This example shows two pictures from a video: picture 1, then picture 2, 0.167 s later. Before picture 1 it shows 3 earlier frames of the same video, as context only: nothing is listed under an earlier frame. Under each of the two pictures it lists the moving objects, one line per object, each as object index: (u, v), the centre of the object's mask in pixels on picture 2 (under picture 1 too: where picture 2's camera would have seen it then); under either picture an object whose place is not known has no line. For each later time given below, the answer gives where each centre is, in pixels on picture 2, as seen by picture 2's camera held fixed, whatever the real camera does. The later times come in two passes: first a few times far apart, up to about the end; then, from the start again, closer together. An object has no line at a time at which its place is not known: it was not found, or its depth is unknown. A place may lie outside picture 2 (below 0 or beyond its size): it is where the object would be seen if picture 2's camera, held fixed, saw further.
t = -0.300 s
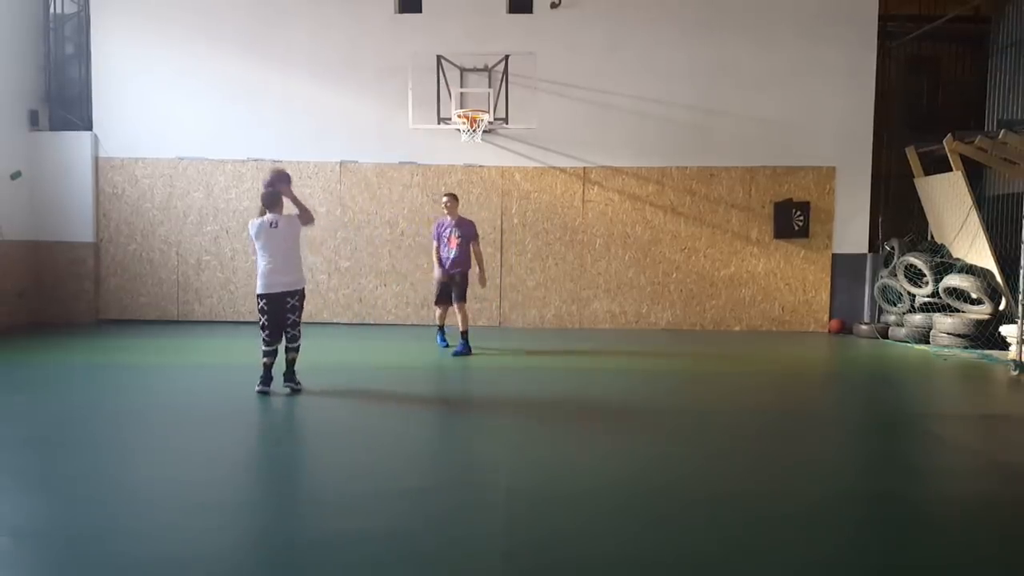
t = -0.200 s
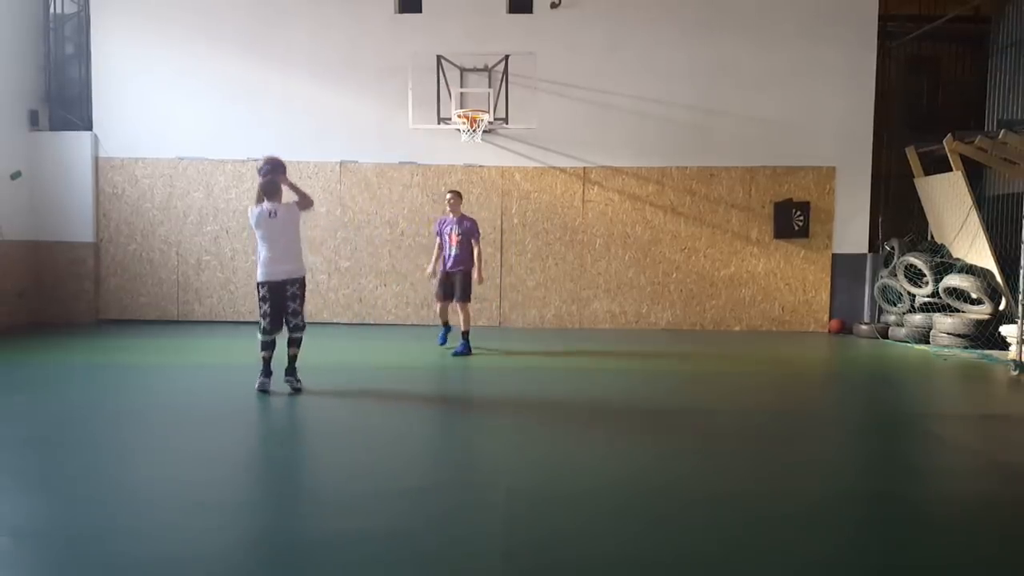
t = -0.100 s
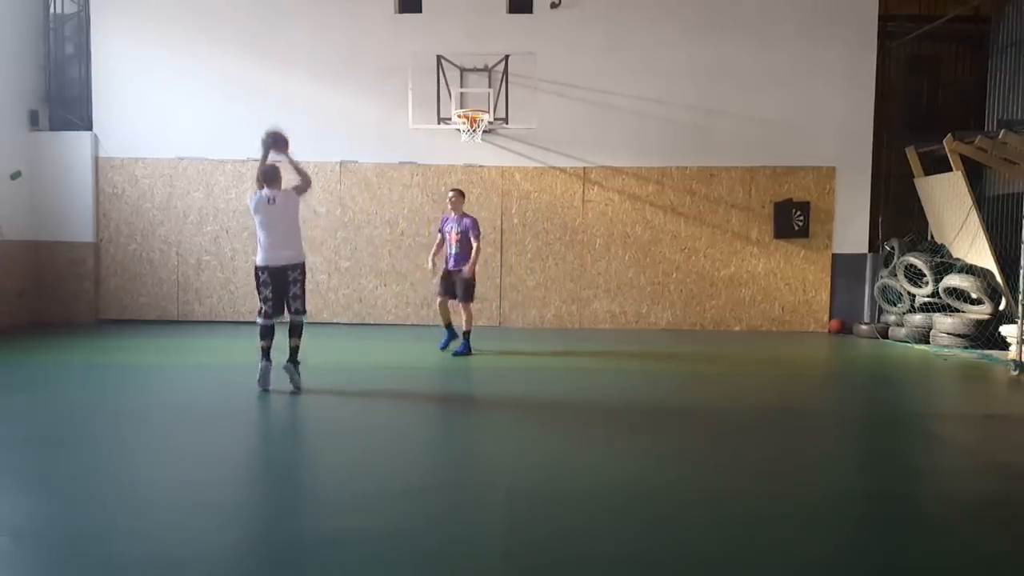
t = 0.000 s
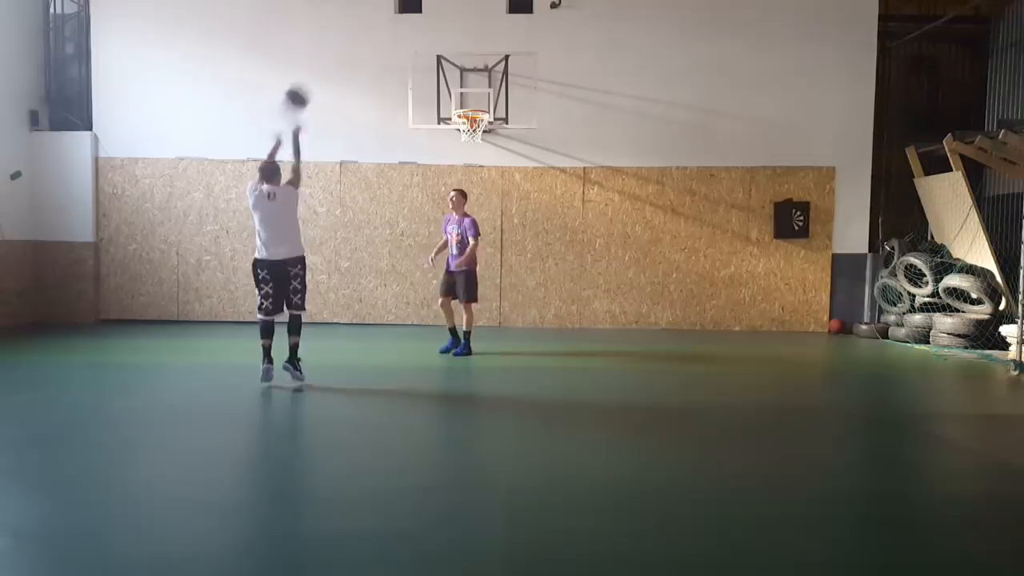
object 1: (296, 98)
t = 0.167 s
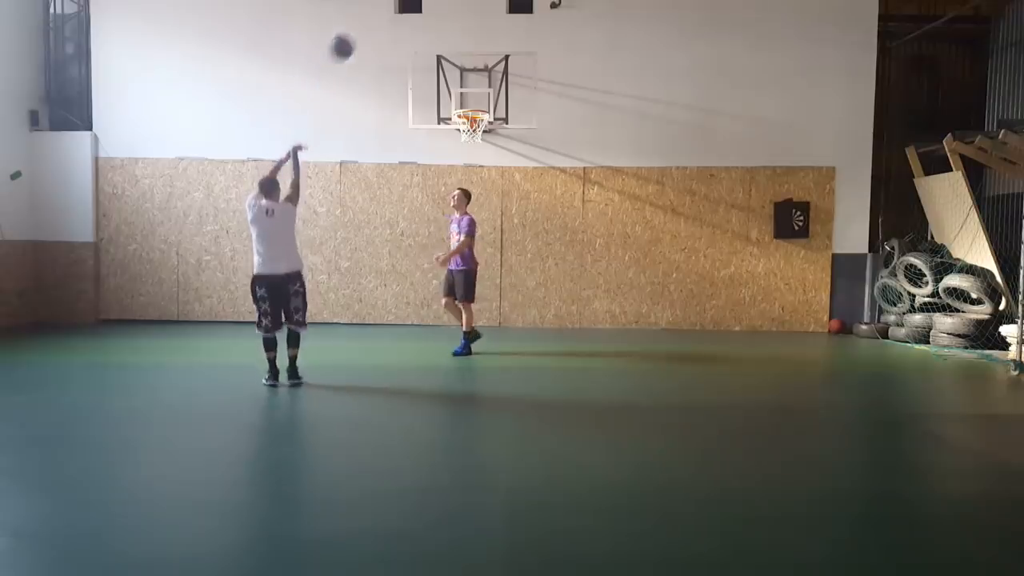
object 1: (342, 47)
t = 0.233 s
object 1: (358, 36)
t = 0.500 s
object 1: (413, 35)
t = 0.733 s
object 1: (451, 79)
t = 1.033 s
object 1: (474, 103)
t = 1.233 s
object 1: (480, 100)
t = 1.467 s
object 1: (492, 127)
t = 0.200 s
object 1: (351, 42)
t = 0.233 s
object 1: (358, 36)
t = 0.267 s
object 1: (365, 32)
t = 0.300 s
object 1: (373, 30)
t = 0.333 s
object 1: (380, 28)
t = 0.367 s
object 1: (387, 27)
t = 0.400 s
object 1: (394, 28)
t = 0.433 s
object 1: (400, 29)
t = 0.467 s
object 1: (407, 31)
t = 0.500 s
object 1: (413, 35)
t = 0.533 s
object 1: (419, 39)
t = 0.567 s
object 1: (425, 44)
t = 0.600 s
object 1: (430, 49)
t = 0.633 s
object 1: (436, 55)
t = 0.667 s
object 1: (441, 63)
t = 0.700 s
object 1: (446, 71)
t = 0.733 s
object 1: (451, 79)
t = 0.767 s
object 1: (454, 87)
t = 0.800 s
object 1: (458, 99)
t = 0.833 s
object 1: (462, 102)
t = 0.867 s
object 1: (465, 102)
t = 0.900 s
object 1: (467, 103)
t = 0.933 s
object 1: (470, 106)
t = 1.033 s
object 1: (474, 103)
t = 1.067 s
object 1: (475, 102)
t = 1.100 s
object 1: (476, 101)
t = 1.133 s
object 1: (477, 101)
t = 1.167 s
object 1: (478, 100)
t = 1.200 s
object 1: (479, 100)
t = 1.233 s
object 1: (480, 100)
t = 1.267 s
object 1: (483, 101)
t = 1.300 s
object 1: (484, 103)
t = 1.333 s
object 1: (485, 105)
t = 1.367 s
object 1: (486, 109)
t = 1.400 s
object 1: (487, 114)
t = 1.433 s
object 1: (489, 120)
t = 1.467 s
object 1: (492, 127)
